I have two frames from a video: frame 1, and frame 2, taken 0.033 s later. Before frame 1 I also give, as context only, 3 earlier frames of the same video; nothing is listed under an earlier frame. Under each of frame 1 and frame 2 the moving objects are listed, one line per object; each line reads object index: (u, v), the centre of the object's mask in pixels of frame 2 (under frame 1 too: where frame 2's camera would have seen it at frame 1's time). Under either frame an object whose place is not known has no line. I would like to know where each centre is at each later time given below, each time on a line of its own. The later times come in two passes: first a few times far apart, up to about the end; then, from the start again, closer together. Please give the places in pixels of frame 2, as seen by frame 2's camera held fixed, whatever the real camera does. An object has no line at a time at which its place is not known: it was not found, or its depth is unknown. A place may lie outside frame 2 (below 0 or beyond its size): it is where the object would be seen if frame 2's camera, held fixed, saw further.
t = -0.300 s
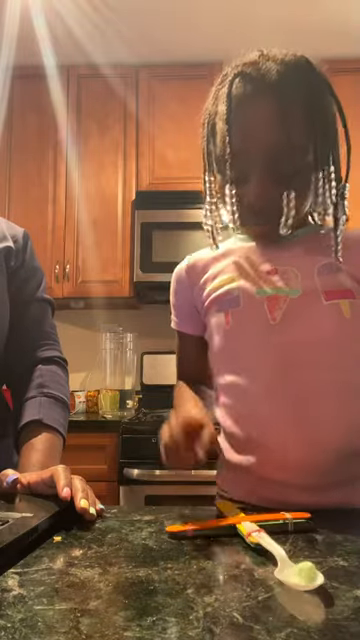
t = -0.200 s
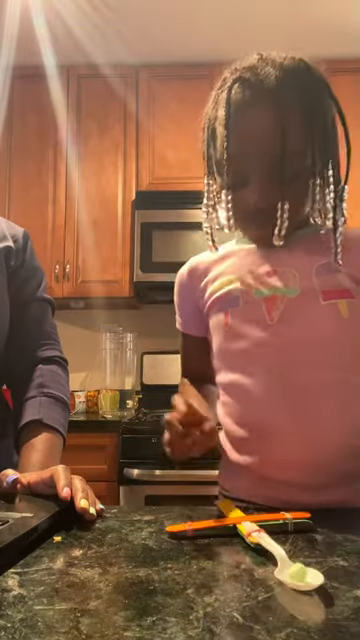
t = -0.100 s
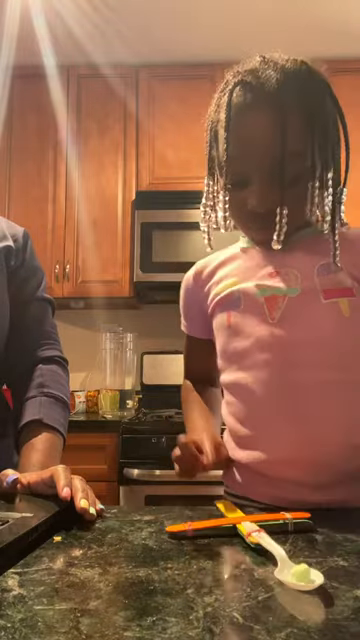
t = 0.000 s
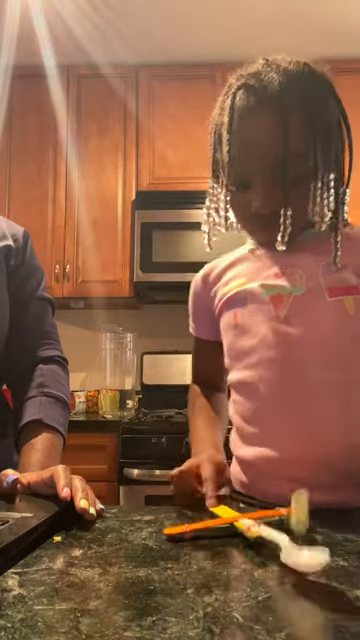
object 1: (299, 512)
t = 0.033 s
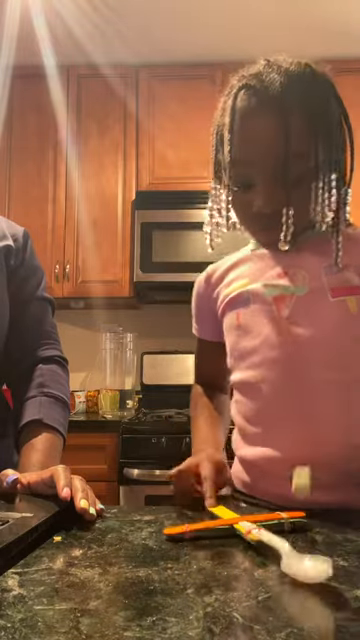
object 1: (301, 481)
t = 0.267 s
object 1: (284, 562)
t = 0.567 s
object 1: (270, 577)
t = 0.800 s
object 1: (270, 577)
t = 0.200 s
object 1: (318, 550)
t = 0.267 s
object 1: (284, 562)
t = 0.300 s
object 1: (280, 564)
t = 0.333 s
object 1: (277, 572)
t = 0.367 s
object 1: (275, 574)
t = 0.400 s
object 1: (272, 577)
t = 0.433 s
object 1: (269, 577)
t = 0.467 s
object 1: (268, 577)
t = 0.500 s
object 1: (269, 577)
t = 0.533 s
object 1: (271, 577)
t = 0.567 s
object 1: (270, 577)
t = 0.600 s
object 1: (270, 577)
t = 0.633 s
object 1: (270, 577)
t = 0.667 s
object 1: (270, 577)
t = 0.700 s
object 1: (270, 577)
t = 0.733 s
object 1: (270, 577)
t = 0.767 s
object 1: (270, 577)
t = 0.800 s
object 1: (270, 577)
